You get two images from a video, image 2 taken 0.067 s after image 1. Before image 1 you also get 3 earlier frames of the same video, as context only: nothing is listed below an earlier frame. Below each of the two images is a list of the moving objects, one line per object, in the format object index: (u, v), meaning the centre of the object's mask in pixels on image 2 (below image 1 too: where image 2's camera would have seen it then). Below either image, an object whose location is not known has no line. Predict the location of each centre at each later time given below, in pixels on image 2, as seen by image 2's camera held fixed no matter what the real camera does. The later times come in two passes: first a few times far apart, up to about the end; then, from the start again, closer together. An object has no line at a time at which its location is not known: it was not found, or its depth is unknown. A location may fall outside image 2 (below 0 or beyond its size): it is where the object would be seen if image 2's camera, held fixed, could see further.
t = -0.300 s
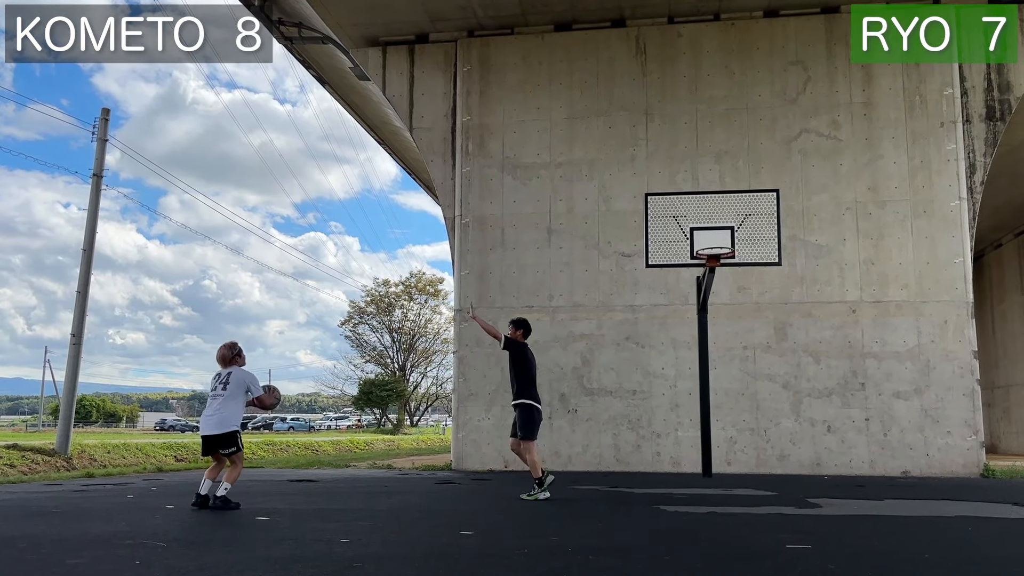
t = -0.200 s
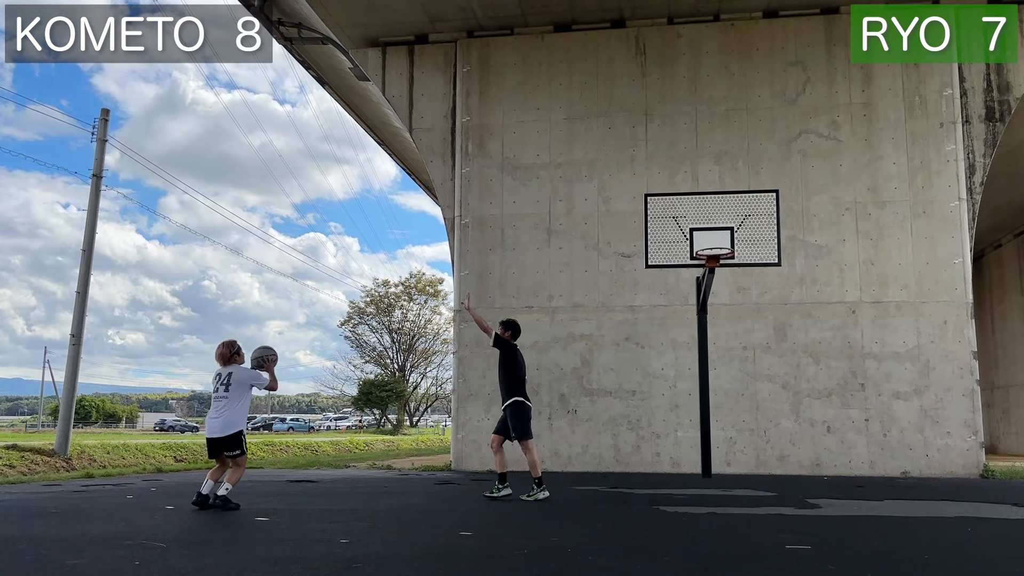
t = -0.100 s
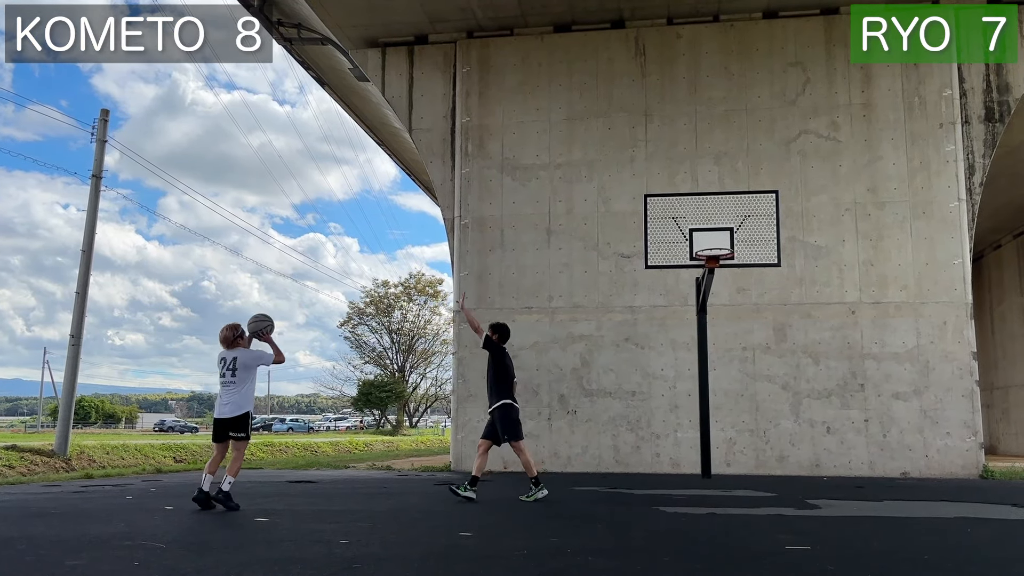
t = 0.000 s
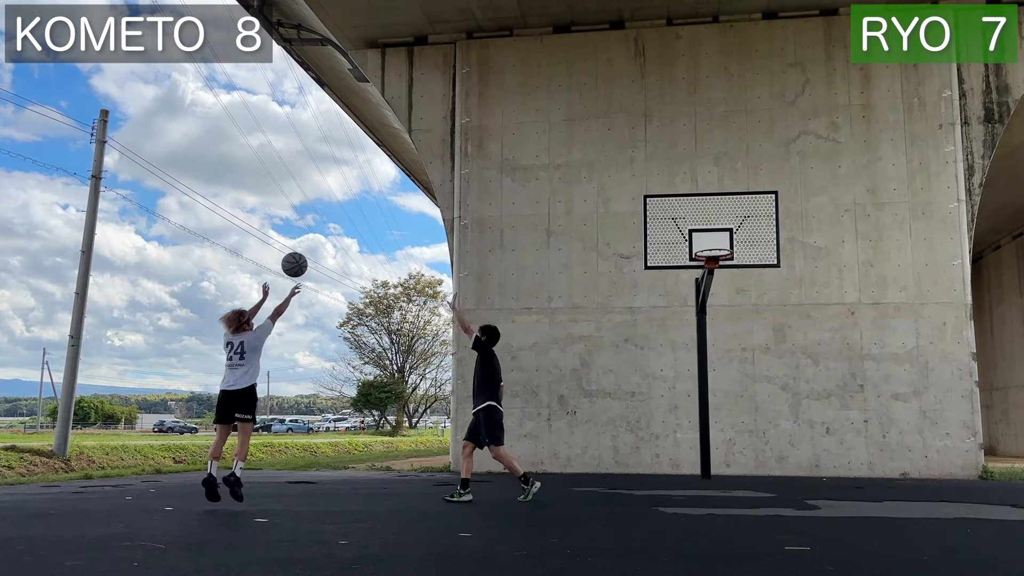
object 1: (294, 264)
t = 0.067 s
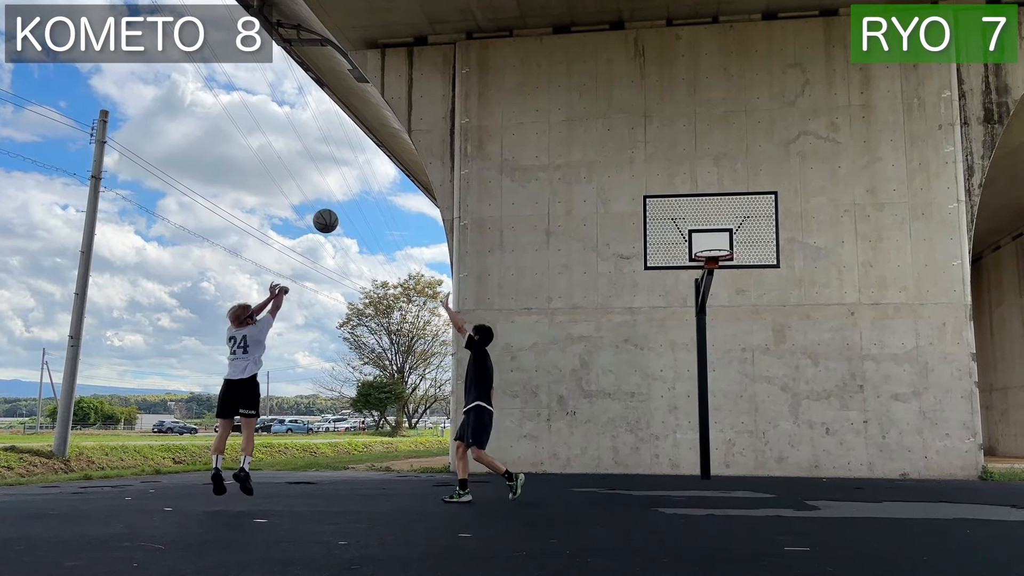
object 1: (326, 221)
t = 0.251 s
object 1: (402, 133)
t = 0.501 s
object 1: (488, 72)
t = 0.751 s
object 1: (562, 69)
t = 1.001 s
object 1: (628, 110)
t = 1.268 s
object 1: (692, 200)
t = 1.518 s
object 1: (747, 323)
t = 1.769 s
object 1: (800, 478)
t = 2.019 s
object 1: (816, 360)
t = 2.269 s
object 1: (833, 290)
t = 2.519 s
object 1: (852, 266)
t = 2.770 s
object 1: (871, 284)
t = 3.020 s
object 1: (892, 342)
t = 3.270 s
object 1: (914, 440)
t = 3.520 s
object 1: (929, 414)
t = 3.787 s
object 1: (943, 358)
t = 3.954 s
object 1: (953, 347)
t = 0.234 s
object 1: (395, 138)
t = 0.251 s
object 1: (402, 133)
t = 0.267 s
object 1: (409, 127)
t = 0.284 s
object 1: (414, 120)
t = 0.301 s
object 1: (420, 115)
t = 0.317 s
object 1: (426, 110)
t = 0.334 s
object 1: (432, 105)
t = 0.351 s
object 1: (438, 101)
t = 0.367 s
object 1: (444, 97)
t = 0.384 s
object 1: (450, 93)
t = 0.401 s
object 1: (455, 89)
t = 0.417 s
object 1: (460, 85)
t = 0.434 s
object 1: (466, 82)
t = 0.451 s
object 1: (472, 80)
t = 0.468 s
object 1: (477, 76)
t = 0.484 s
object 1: (482, 75)
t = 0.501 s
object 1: (488, 72)
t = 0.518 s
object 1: (493, 70)
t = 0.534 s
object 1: (499, 68)
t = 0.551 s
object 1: (504, 67)
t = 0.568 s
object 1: (509, 65)
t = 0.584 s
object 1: (514, 65)
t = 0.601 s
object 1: (519, 65)
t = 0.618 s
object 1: (524, 64)
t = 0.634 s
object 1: (529, 64)
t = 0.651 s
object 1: (534, 64)
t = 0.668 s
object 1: (539, 64)
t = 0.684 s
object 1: (543, 64)
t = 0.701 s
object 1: (548, 65)
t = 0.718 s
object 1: (553, 66)
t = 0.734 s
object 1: (557, 67)
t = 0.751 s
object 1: (562, 69)
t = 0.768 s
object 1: (567, 70)
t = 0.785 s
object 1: (571, 72)
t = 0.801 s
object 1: (575, 74)
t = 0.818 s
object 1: (580, 75)
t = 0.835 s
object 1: (585, 77)
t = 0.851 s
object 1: (588, 80)
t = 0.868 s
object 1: (593, 83)
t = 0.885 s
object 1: (598, 85)
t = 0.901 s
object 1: (602, 89)
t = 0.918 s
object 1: (606, 92)
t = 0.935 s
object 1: (611, 94)
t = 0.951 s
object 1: (616, 98)
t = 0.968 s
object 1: (619, 102)
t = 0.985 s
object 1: (623, 106)
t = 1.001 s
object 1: (628, 110)
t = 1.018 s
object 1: (632, 114)
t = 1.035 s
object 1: (637, 119)
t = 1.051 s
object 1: (641, 124)
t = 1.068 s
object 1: (645, 129)
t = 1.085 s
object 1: (649, 134)
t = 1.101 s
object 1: (653, 139)
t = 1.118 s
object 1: (657, 144)
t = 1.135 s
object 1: (661, 150)
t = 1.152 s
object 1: (665, 155)
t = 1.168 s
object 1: (669, 161)
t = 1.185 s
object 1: (673, 168)
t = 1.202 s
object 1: (676, 173)
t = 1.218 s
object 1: (680, 180)
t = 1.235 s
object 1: (684, 186)
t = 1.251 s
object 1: (687, 193)
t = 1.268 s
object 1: (692, 200)
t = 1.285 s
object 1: (695, 207)
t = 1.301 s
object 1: (699, 214)
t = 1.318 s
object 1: (703, 221)
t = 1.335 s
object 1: (707, 229)
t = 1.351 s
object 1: (711, 236)
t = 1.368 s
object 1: (714, 244)
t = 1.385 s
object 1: (719, 253)
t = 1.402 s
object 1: (722, 261)
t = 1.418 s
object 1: (726, 269)
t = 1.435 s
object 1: (729, 277)
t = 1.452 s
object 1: (733, 286)
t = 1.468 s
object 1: (736, 296)
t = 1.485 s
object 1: (740, 305)
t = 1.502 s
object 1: (744, 313)
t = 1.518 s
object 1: (747, 323)
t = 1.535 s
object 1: (751, 332)
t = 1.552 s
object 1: (755, 342)
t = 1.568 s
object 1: (758, 352)
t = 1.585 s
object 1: (761, 362)
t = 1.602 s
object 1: (765, 372)
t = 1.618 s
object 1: (769, 382)
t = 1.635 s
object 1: (773, 393)
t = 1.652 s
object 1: (776, 404)
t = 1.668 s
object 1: (779, 415)
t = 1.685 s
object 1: (783, 426)
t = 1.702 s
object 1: (787, 437)
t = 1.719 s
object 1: (790, 448)
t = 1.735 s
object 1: (794, 460)
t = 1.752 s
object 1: (797, 471)
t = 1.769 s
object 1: (800, 478)
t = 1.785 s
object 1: (801, 470)
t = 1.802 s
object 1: (802, 460)
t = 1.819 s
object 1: (804, 450)
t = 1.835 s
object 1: (805, 442)
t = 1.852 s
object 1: (806, 433)
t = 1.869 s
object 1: (806, 425)
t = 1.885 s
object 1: (808, 417)
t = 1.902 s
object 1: (809, 409)
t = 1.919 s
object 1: (810, 401)
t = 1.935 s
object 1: (811, 394)
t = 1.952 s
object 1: (813, 386)
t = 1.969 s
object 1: (813, 379)
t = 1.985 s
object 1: (814, 373)
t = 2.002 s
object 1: (815, 366)
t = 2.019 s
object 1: (816, 360)
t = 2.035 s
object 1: (817, 354)
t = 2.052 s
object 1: (819, 347)
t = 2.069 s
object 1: (820, 342)
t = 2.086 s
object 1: (820, 336)
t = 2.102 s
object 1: (822, 331)
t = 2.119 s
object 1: (823, 326)
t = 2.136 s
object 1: (824, 321)
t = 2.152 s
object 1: (825, 317)
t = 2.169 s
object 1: (826, 312)
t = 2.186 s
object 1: (827, 308)
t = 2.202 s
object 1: (828, 304)
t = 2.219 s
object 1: (830, 300)
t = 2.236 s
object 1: (831, 297)
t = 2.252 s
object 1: (832, 294)
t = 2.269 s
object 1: (833, 290)
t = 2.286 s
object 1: (834, 287)
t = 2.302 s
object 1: (835, 285)
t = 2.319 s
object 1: (837, 282)
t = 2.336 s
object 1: (838, 280)
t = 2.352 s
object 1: (839, 277)
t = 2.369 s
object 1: (840, 275)
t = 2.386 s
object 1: (842, 274)
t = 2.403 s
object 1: (843, 272)
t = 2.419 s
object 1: (844, 270)
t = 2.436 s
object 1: (846, 269)
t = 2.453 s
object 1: (847, 268)
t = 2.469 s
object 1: (848, 267)
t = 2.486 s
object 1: (849, 267)
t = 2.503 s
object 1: (851, 266)
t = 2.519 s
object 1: (852, 266)
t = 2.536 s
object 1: (852, 266)
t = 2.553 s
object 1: (854, 266)
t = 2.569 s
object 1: (856, 266)
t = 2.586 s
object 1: (857, 267)
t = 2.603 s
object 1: (858, 267)
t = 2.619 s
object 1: (859, 268)
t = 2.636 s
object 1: (860, 269)
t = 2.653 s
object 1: (862, 271)
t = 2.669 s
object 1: (863, 272)
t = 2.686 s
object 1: (864, 273)
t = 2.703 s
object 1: (866, 275)
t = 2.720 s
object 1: (867, 277)
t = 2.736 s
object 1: (868, 279)
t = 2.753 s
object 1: (870, 281)
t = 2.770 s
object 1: (871, 284)
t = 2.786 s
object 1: (873, 286)
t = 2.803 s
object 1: (874, 289)
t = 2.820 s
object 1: (875, 292)
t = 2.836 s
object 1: (877, 295)
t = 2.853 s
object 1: (878, 298)
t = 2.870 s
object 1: (880, 302)
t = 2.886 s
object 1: (880, 306)
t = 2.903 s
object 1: (882, 309)
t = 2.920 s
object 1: (883, 313)
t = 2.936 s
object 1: (885, 318)
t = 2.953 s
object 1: (886, 322)
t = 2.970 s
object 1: (887, 327)
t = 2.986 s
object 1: (889, 332)
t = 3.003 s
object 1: (890, 337)
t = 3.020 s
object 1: (892, 342)
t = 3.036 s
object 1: (893, 347)
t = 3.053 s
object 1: (895, 352)
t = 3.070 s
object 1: (896, 358)
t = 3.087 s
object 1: (898, 364)
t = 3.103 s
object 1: (899, 370)
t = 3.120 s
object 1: (900, 376)
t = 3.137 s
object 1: (902, 382)
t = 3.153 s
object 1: (904, 389)
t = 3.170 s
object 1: (905, 396)
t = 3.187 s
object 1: (907, 403)
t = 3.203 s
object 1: (908, 410)
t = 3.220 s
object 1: (909, 417)
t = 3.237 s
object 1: (910, 425)
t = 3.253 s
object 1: (912, 432)
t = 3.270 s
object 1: (914, 440)
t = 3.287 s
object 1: (915, 448)
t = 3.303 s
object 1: (917, 456)
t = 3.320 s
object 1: (919, 464)
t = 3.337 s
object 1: (920, 473)
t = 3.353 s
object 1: (922, 475)
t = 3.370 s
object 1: (922, 468)
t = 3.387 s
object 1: (923, 462)
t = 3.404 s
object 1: (924, 455)
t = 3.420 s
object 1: (924, 449)
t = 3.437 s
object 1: (925, 442)
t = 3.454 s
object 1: (926, 436)
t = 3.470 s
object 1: (926, 430)
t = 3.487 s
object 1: (927, 425)
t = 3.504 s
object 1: (928, 419)
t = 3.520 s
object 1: (929, 414)
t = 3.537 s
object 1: (930, 409)
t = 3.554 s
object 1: (931, 404)
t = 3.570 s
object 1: (932, 400)
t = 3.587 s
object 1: (932, 395)
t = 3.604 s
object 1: (933, 391)
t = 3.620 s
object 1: (934, 387)
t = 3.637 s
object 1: (935, 383)
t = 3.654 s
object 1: (936, 379)
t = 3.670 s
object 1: (937, 376)
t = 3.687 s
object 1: (938, 373)
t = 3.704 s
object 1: (939, 370)
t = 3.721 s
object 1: (939, 367)
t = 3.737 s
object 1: (940, 364)
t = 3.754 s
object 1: (941, 362)
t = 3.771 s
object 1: (942, 360)
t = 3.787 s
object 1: (943, 358)
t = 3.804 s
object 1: (944, 356)
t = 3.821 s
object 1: (945, 354)
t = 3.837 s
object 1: (946, 353)
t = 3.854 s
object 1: (947, 351)
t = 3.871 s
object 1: (948, 351)
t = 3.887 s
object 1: (949, 349)
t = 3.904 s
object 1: (950, 349)
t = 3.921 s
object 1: (951, 348)
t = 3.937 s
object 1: (952, 347)
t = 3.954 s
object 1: (953, 347)
